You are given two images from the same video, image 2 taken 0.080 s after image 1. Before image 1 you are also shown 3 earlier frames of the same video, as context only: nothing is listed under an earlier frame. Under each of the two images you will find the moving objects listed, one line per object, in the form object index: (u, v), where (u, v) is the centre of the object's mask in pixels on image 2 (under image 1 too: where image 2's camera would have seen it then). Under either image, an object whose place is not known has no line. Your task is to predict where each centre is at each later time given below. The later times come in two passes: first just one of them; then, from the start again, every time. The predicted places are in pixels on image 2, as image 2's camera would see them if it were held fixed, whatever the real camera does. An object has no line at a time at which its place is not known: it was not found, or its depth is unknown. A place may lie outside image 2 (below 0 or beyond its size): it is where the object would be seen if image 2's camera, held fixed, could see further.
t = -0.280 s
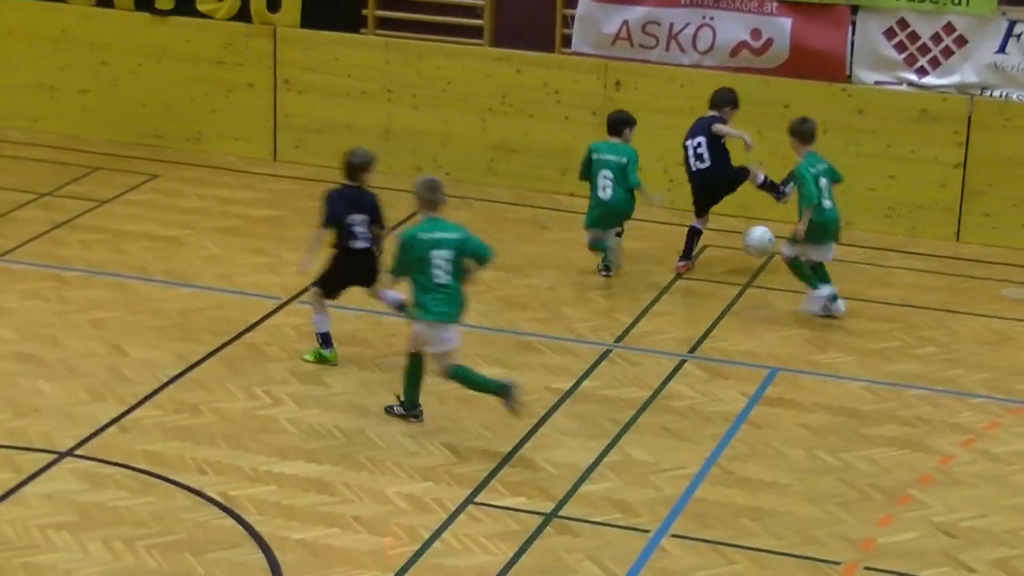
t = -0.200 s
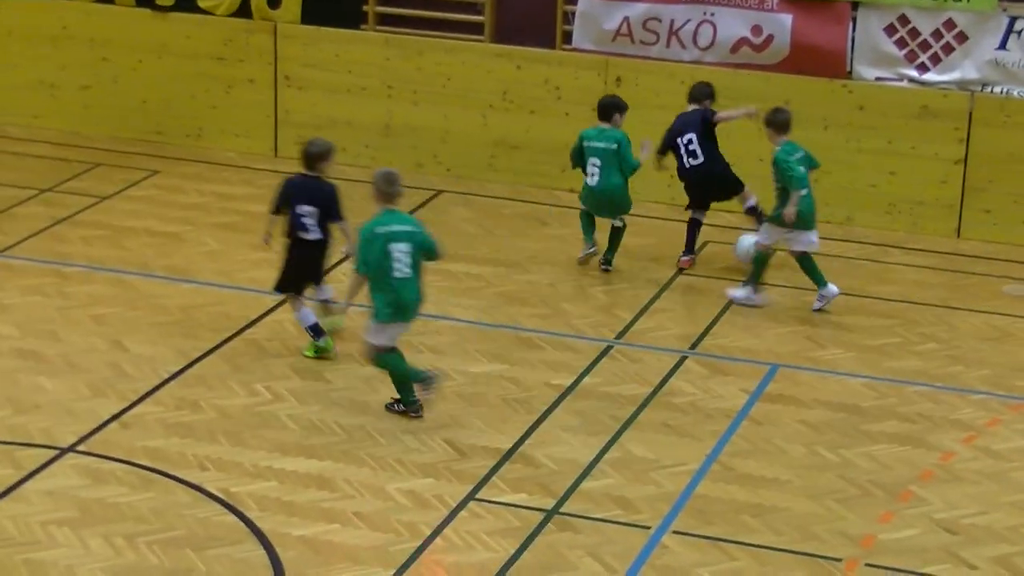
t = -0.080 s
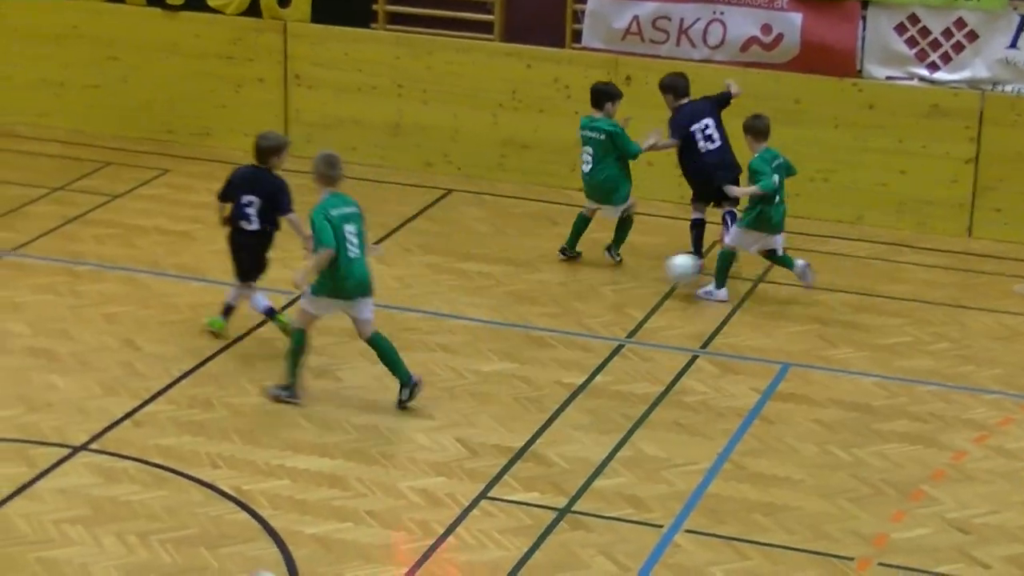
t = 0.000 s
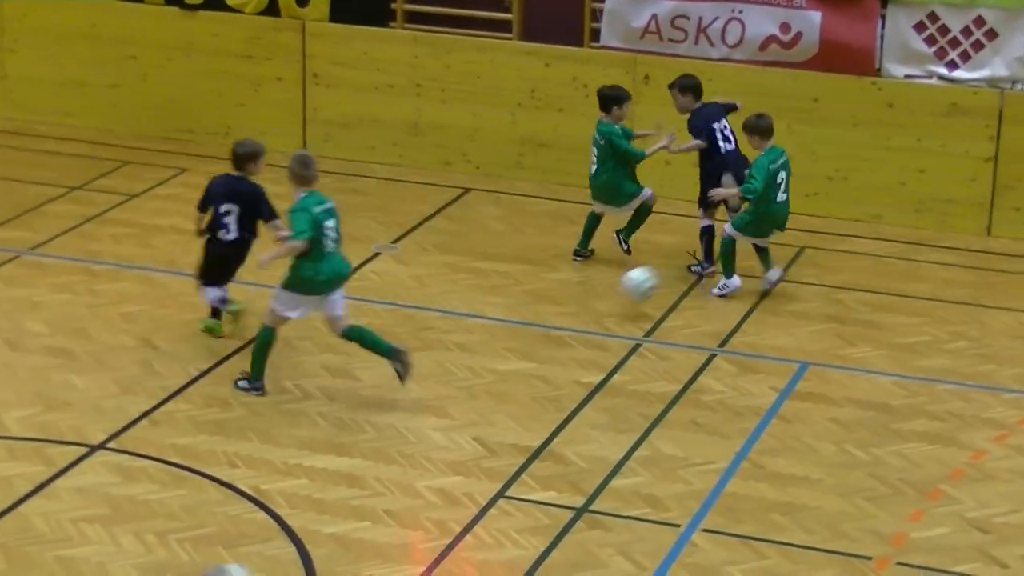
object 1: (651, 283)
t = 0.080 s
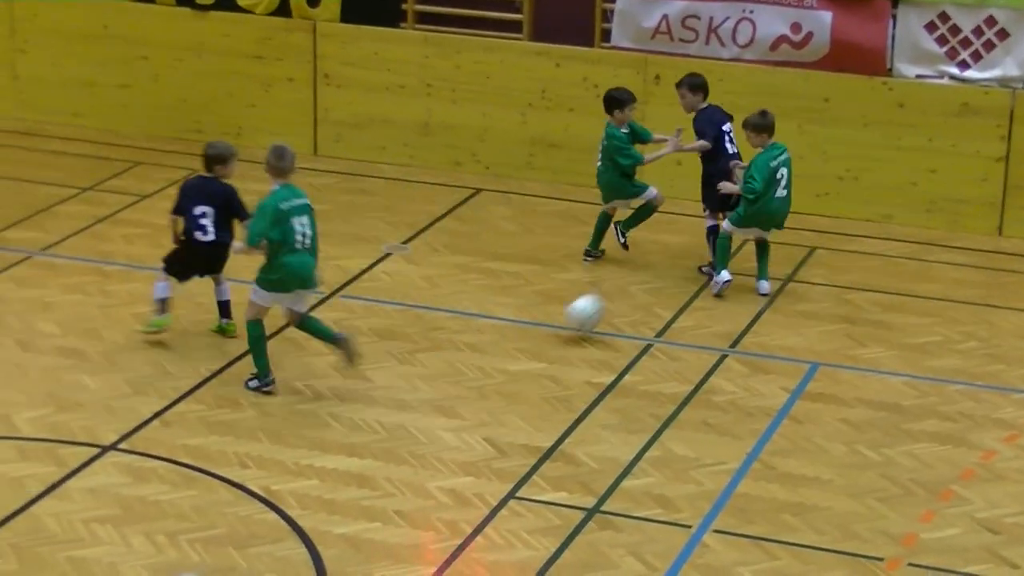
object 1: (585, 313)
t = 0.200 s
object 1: (491, 339)
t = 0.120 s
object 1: (551, 332)
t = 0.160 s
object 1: (522, 335)
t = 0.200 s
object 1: (491, 339)
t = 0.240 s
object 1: (460, 347)
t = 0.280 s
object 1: (429, 359)
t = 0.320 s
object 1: (397, 374)
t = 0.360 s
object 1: (362, 392)
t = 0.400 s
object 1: (332, 397)
